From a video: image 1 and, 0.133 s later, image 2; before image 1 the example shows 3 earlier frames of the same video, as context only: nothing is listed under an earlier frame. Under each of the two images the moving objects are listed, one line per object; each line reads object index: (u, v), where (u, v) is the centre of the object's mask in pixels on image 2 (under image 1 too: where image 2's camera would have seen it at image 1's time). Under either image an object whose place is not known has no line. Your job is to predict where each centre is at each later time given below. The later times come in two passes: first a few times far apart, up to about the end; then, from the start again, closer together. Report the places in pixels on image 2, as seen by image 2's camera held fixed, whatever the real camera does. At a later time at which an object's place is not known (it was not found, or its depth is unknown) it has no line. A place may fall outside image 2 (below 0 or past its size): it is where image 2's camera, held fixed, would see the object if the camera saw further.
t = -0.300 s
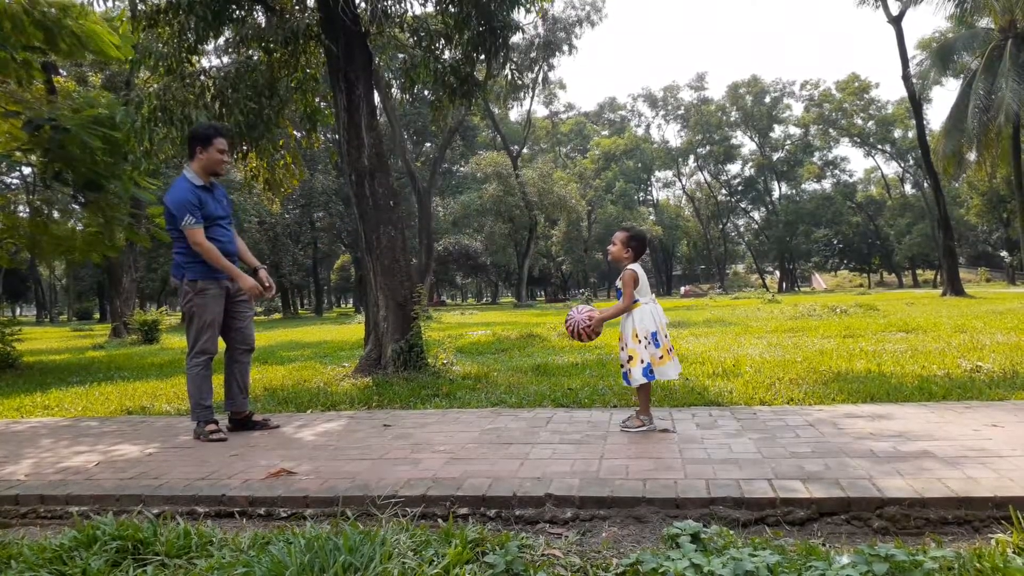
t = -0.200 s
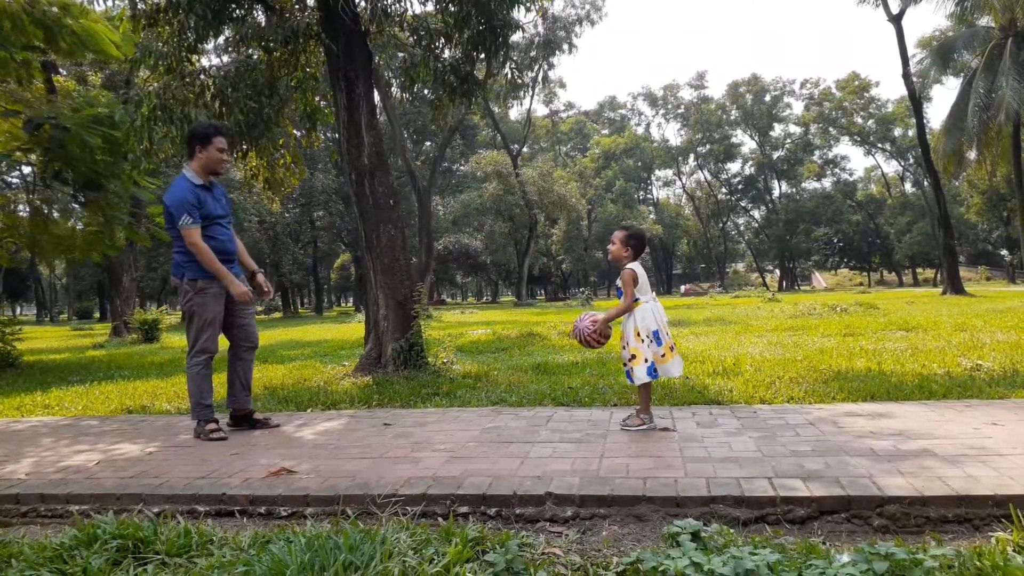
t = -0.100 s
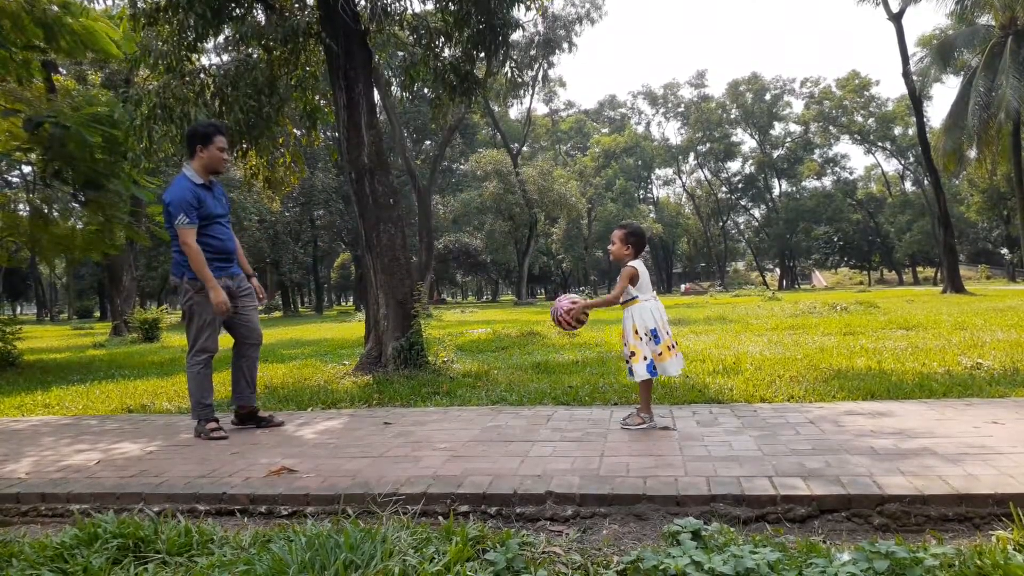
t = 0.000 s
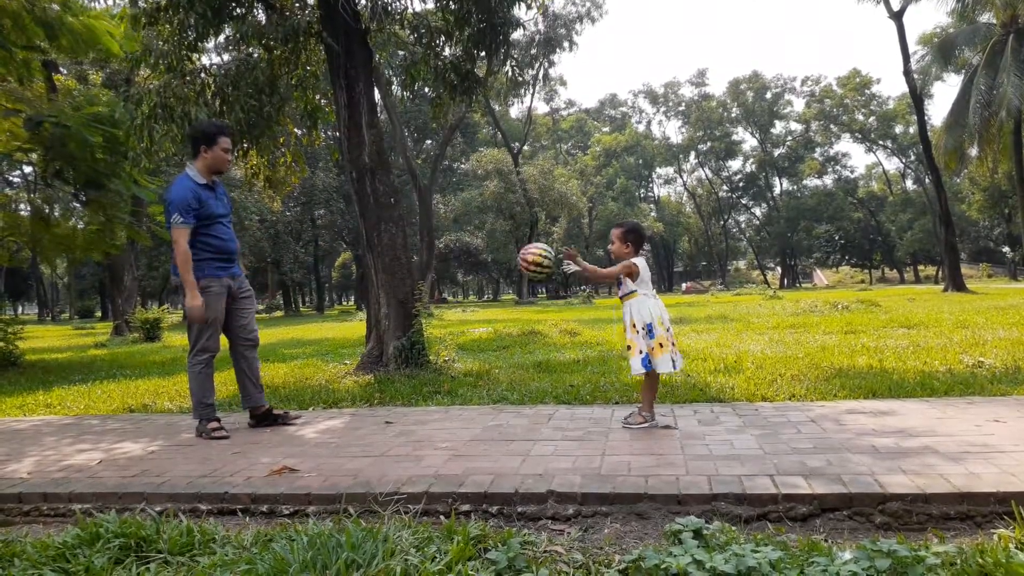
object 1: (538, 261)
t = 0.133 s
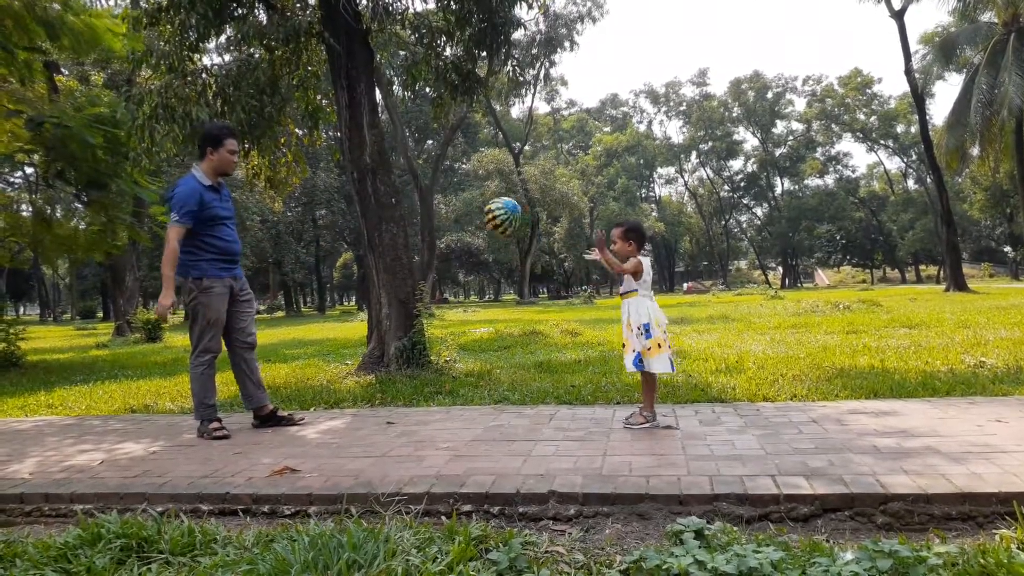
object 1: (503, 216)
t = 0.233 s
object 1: (480, 201)
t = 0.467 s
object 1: (432, 232)
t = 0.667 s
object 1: (398, 337)
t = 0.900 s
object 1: (377, 355)
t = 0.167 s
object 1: (495, 209)
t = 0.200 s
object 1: (488, 204)
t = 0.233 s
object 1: (480, 201)
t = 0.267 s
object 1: (473, 199)
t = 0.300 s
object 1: (467, 200)
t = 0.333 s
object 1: (460, 202)
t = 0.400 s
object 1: (445, 213)
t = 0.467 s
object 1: (432, 232)
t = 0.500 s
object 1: (426, 245)
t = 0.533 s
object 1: (420, 259)
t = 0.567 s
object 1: (415, 276)
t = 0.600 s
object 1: (409, 294)
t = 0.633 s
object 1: (403, 315)
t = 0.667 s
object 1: (398, 337)
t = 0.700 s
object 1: (393, 361)
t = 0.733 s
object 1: (390, 390)
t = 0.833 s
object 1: (382, 388)
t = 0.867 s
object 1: (378, 369)
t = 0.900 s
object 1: (377, 355)
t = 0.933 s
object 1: (375, 342)
